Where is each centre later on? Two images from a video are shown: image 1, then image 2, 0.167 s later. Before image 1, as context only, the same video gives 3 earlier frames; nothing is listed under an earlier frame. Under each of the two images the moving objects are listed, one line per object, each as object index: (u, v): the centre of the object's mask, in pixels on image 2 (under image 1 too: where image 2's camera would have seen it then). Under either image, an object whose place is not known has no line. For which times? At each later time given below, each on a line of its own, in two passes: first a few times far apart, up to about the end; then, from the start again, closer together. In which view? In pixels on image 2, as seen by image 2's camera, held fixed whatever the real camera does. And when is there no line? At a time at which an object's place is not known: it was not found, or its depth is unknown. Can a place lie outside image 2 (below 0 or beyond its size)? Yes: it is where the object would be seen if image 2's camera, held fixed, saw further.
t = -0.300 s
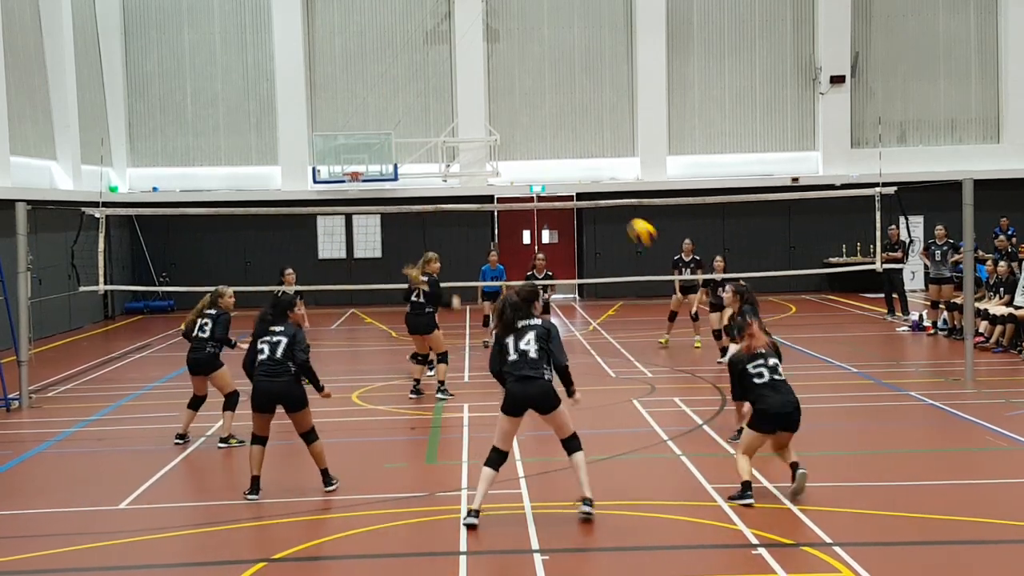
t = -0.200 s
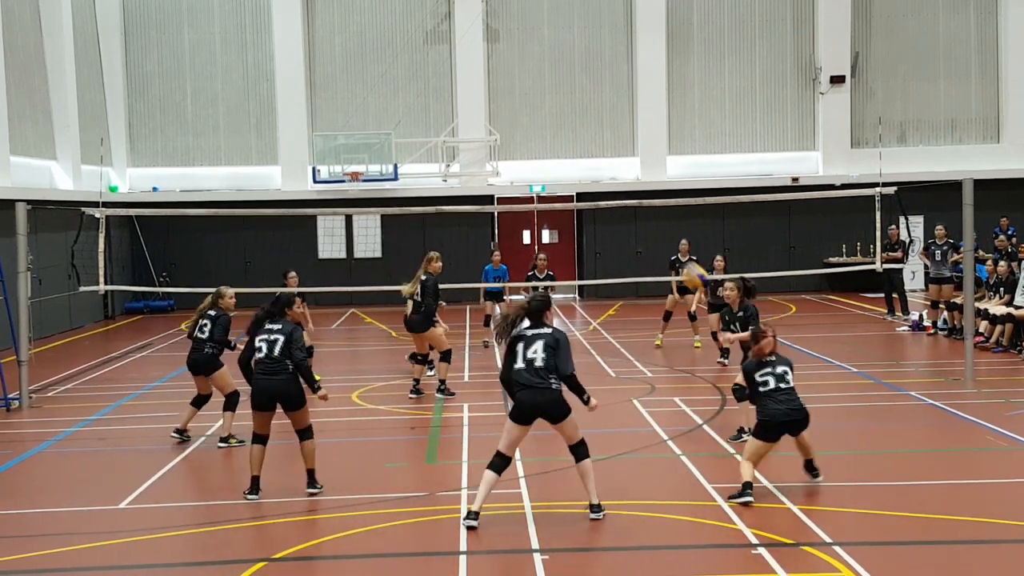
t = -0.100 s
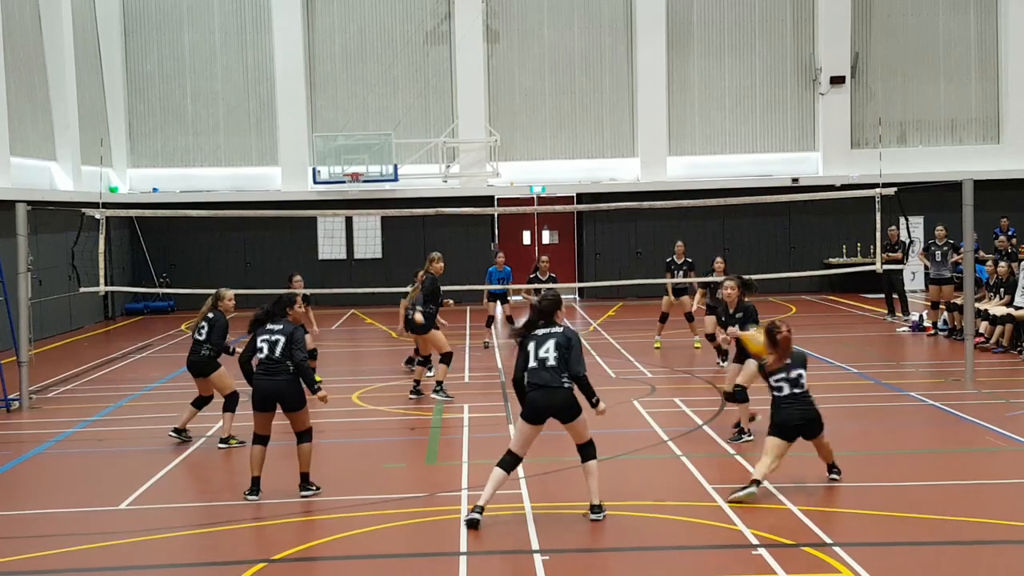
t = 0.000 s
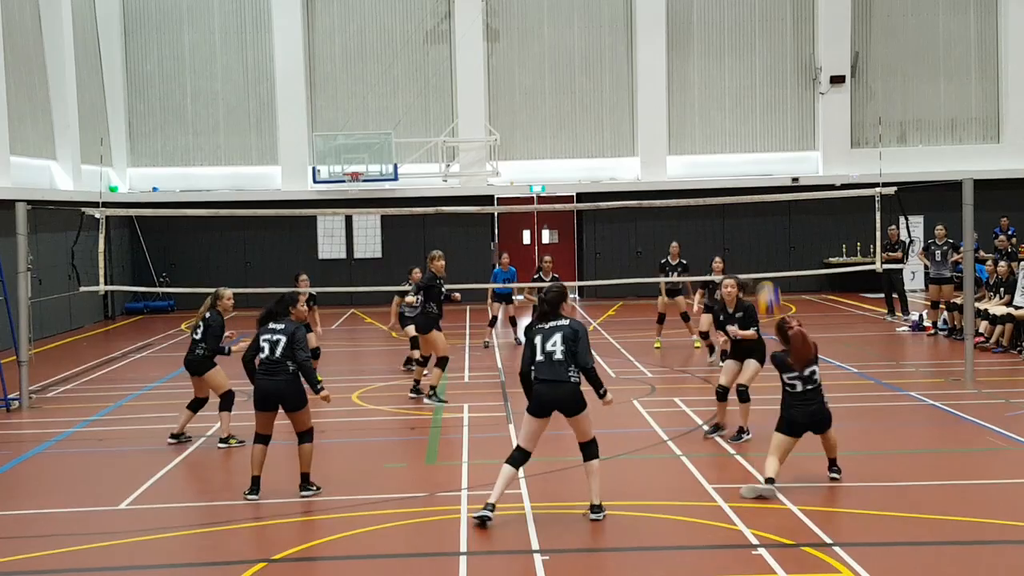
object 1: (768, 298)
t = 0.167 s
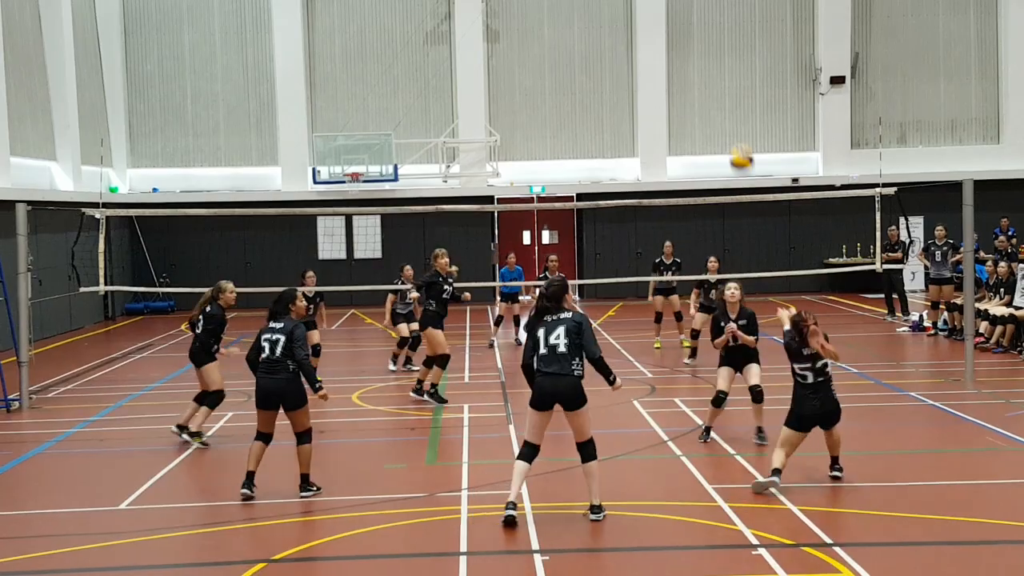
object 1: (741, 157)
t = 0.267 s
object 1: (726, 97)
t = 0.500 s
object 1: (694, 11)
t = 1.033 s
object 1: (639, 37)
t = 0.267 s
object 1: (726, 97)
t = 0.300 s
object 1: (721, 80)
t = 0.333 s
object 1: (717, 66)
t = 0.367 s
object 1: (712, 53)
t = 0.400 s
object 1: (708, 40)
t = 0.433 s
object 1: (703, 27)
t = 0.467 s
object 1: (699, 18)
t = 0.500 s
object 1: (694, 11)
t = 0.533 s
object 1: (690, 7)
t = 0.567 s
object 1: (686, 4)
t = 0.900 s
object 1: (651, 7)
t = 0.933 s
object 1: (648, 12)
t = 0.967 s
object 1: (645, 20)
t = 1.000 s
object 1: (642, 28)
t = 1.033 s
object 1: (639, 37)
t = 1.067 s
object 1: (636, 48)
